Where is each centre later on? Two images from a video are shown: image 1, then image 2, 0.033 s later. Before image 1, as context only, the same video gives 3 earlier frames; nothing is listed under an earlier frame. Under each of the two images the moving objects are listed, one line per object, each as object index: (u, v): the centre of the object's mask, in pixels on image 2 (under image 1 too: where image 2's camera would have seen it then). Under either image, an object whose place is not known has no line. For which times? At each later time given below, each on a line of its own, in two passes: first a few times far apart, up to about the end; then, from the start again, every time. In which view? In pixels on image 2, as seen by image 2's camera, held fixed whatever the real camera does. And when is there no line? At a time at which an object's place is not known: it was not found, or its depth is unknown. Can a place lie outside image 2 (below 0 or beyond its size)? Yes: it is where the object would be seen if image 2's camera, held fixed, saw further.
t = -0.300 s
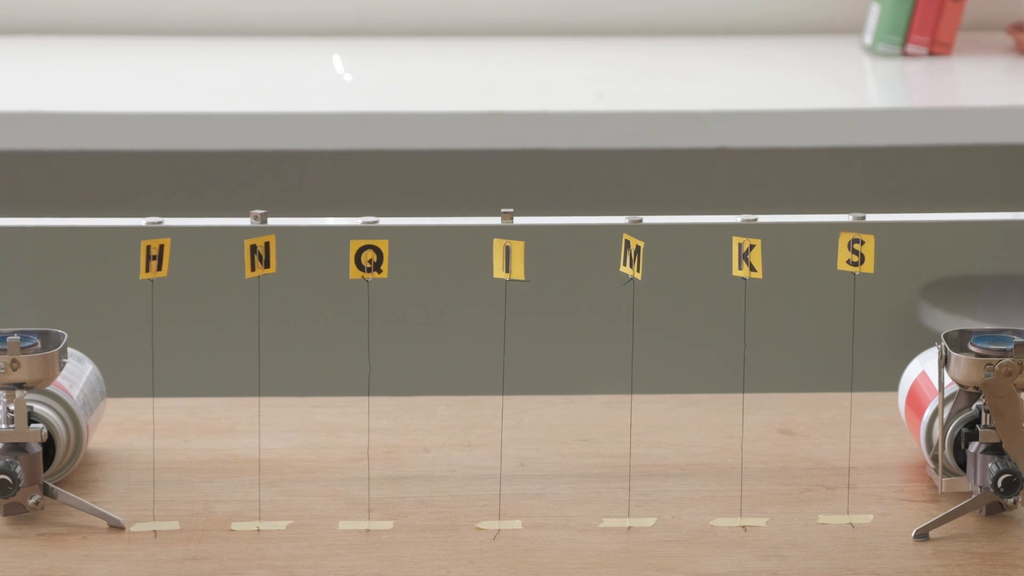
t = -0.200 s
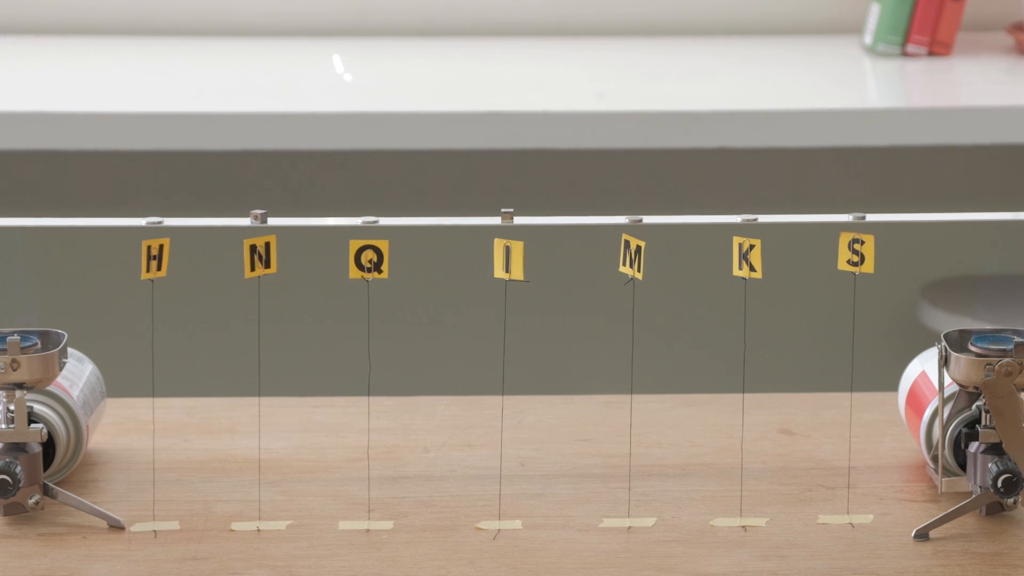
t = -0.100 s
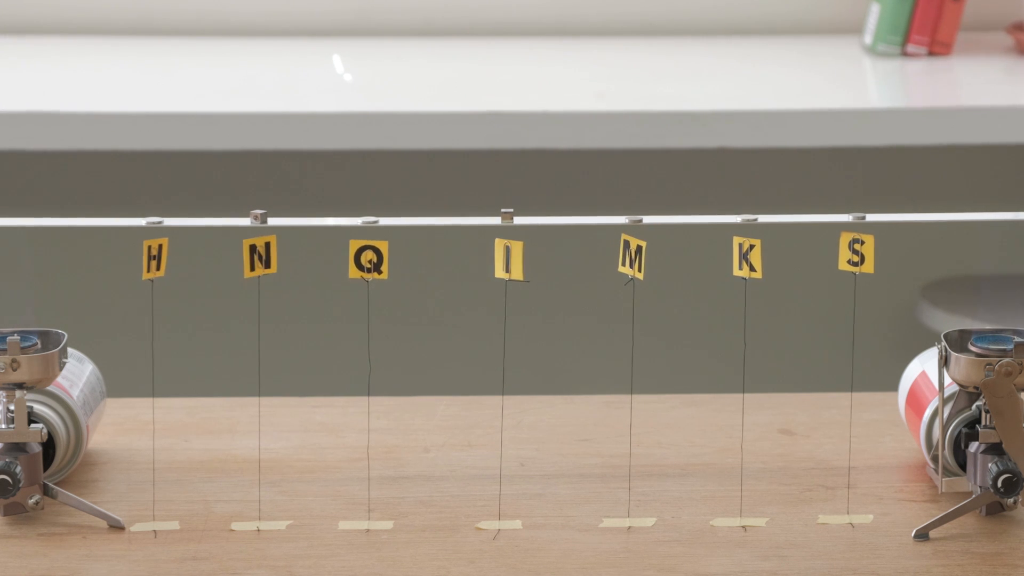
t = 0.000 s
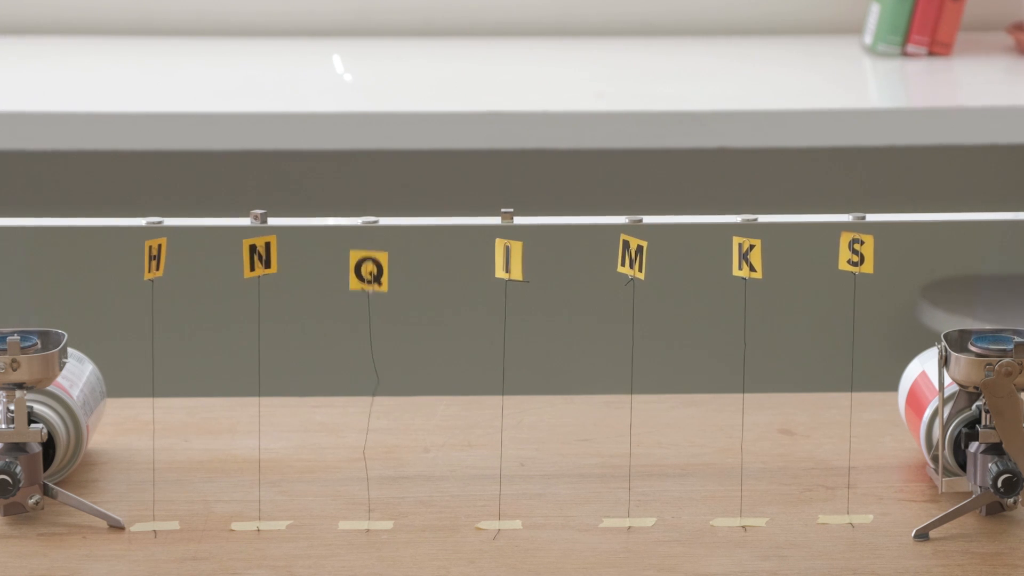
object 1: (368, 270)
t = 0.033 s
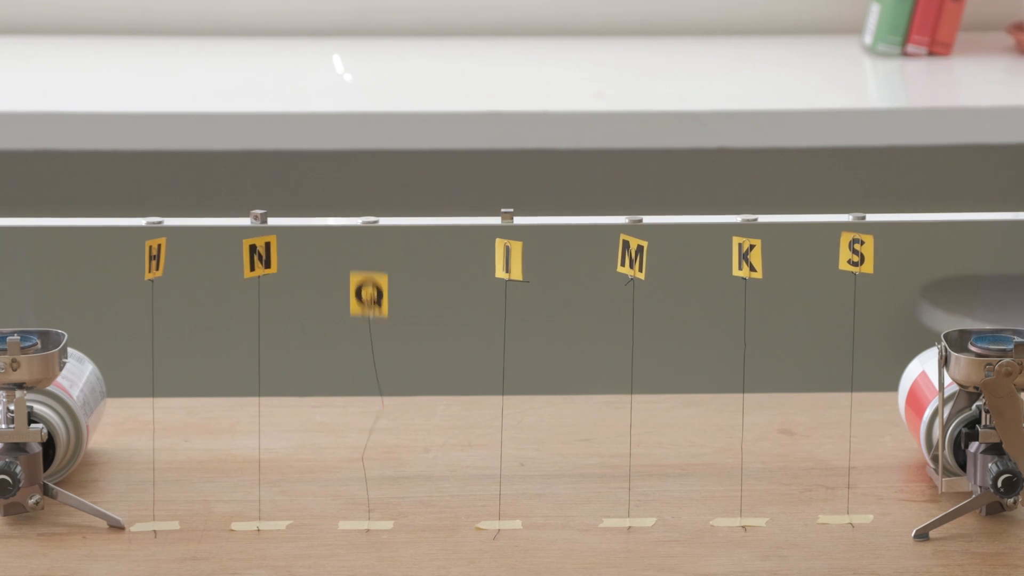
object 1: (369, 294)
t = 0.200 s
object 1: (367, 475)
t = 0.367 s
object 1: (350, 507)
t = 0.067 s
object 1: (369, 337)
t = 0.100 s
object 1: (370, 397)
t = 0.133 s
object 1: (371, 483)
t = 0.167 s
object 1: (372, 493)
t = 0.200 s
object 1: (367, 475)
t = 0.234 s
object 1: (363, 475)
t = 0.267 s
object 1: (359, 493)
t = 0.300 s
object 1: (353, 505)
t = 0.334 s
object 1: (351, 506)
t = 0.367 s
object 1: (350, 507)
